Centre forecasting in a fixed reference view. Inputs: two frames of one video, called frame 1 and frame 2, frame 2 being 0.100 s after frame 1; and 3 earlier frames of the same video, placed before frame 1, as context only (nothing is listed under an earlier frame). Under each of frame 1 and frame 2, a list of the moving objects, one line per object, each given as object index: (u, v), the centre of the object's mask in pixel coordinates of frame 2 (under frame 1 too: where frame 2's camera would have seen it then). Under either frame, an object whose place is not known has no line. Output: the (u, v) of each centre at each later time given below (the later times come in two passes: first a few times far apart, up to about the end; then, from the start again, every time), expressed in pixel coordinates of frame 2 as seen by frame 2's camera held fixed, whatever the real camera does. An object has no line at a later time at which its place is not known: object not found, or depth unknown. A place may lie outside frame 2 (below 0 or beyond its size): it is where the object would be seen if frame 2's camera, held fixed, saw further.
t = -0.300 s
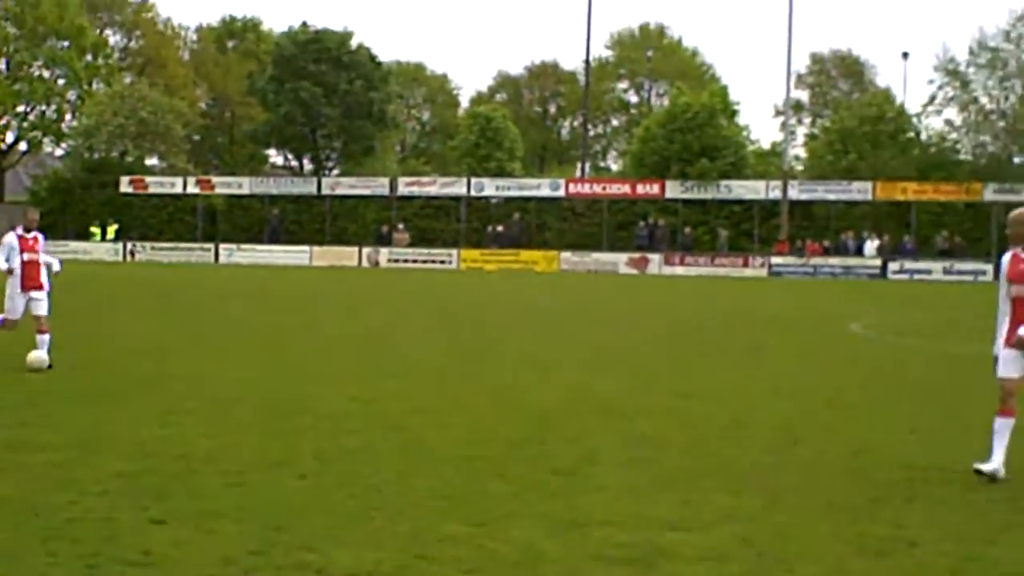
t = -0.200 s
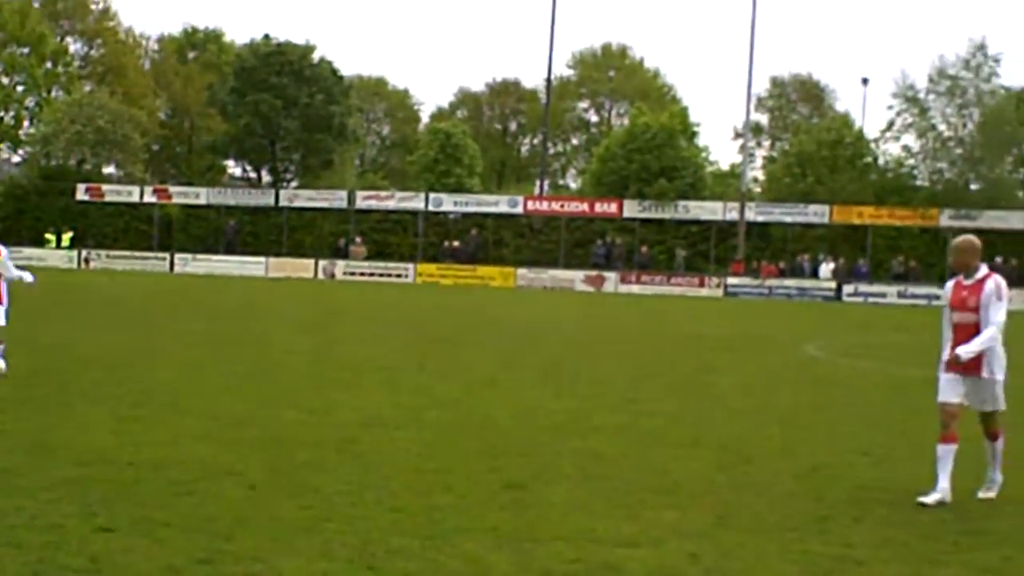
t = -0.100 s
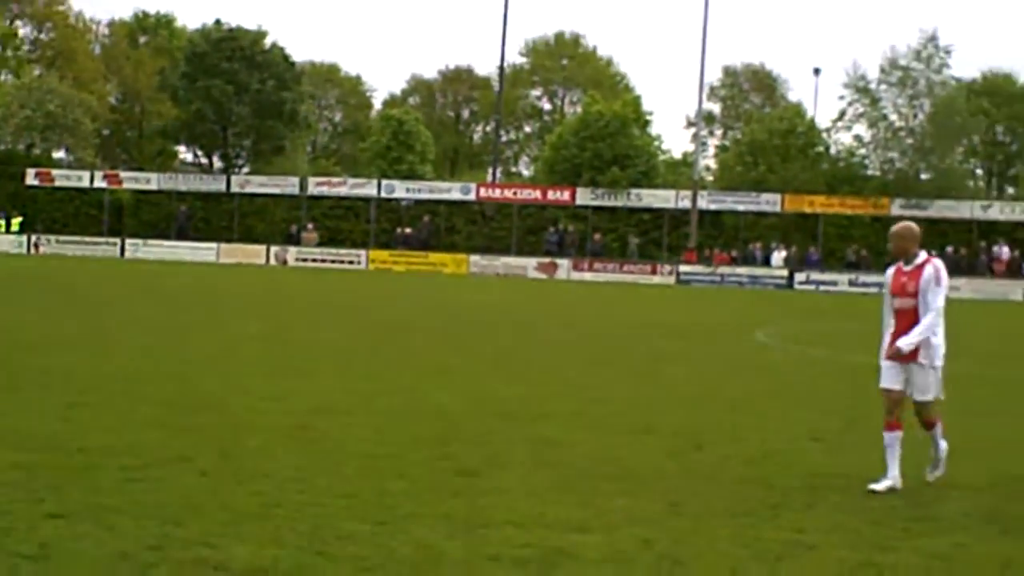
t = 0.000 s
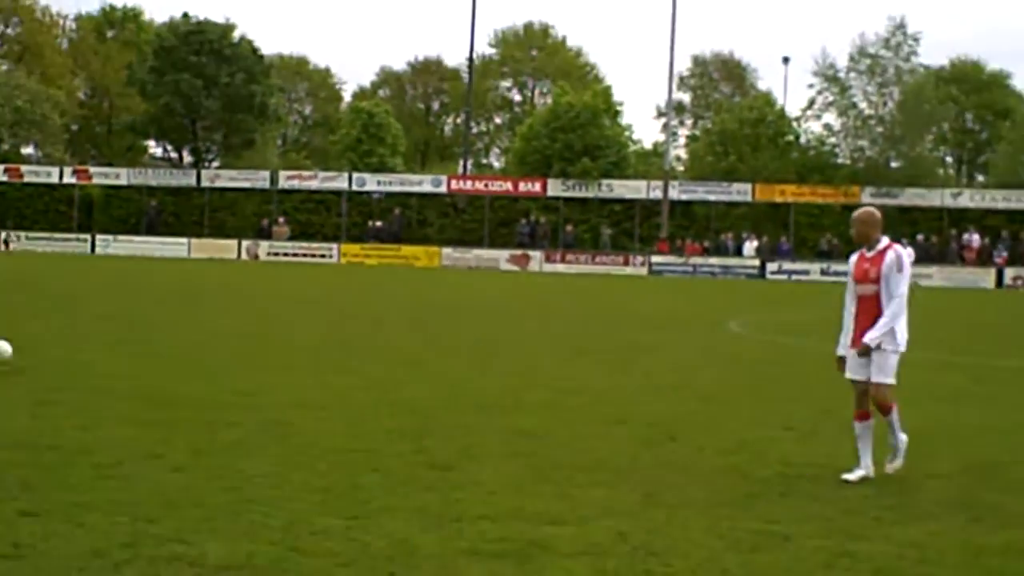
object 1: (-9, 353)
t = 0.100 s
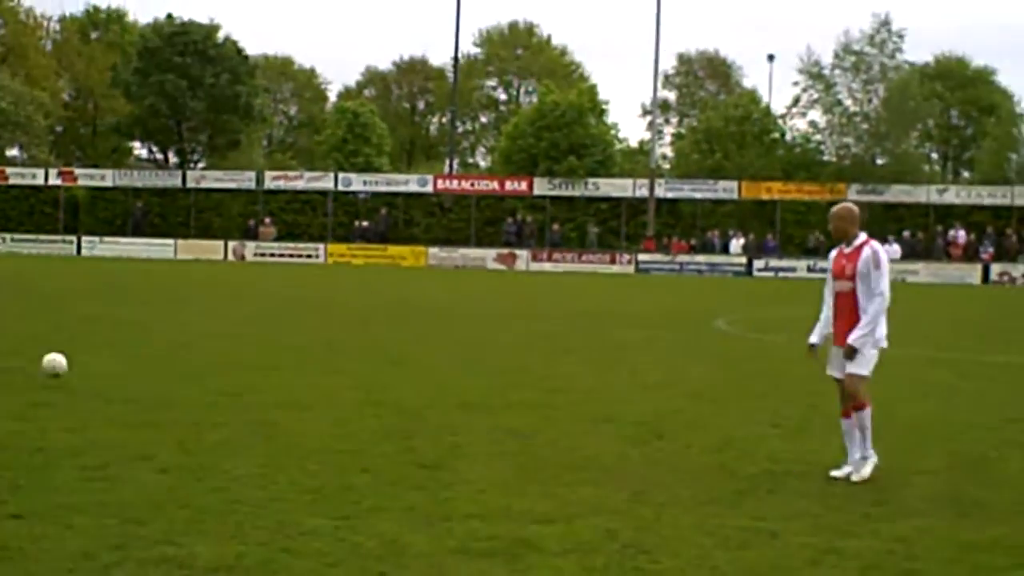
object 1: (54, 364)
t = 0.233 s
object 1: (150, 388)
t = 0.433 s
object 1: (289, 407)
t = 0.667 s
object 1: (454, 433)
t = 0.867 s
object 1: (596, 463)
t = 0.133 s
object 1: (78, 370)
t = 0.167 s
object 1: (102, 378)
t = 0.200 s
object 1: (127, 386)
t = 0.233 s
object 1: (150, 388)
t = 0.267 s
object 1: (173, 393)
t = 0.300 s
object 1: (196, 395)
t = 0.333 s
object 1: (219, 398)
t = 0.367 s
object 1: (243, 402)
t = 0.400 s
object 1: (268, 406)
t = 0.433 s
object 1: (289, 407)
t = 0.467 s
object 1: (311, 407)
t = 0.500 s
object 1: (334, 409)
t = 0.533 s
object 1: (359, 412)
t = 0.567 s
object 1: (383, 419)
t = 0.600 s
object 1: (408, 427)
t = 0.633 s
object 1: (432, 432)
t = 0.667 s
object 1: (454, 433)
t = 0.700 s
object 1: (477, 434)
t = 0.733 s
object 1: (500, 438)
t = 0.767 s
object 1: (525, 443)
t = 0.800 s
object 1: (549, 450)
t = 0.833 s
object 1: (573, 460)
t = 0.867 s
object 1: (596, 463)
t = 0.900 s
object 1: (619, 463)
